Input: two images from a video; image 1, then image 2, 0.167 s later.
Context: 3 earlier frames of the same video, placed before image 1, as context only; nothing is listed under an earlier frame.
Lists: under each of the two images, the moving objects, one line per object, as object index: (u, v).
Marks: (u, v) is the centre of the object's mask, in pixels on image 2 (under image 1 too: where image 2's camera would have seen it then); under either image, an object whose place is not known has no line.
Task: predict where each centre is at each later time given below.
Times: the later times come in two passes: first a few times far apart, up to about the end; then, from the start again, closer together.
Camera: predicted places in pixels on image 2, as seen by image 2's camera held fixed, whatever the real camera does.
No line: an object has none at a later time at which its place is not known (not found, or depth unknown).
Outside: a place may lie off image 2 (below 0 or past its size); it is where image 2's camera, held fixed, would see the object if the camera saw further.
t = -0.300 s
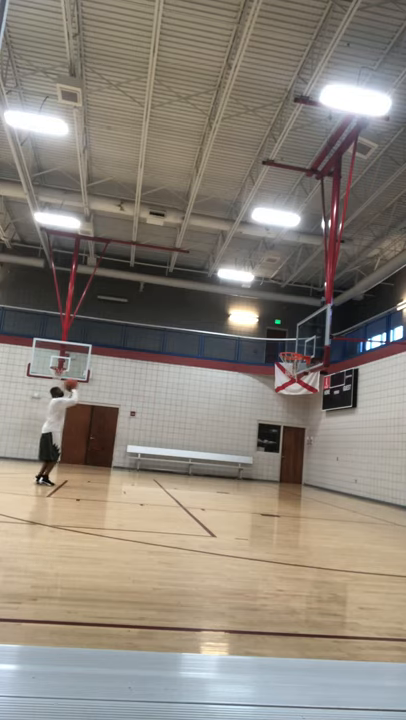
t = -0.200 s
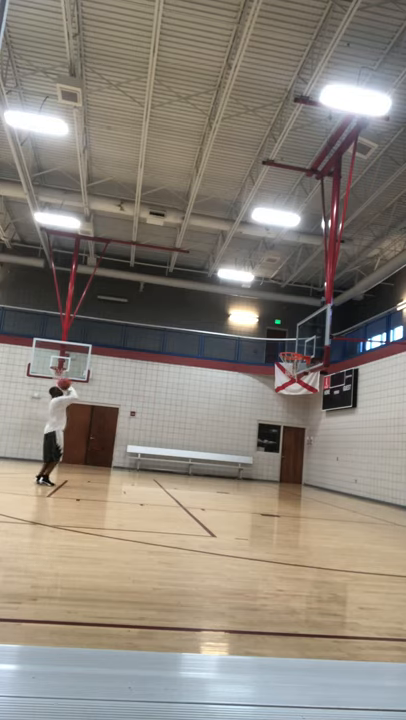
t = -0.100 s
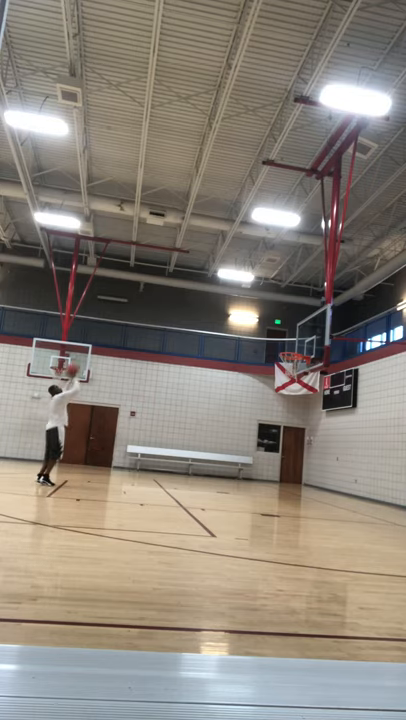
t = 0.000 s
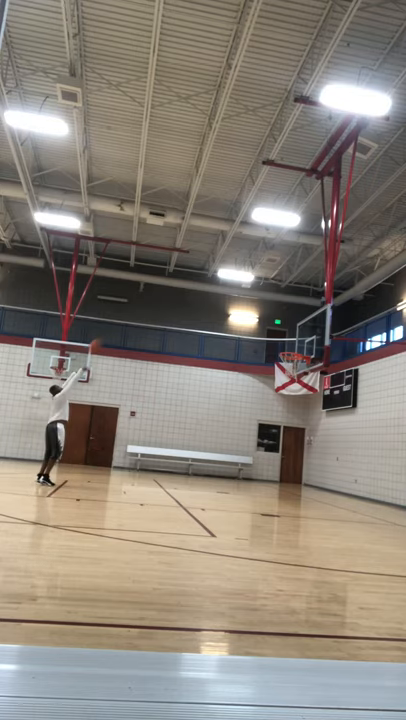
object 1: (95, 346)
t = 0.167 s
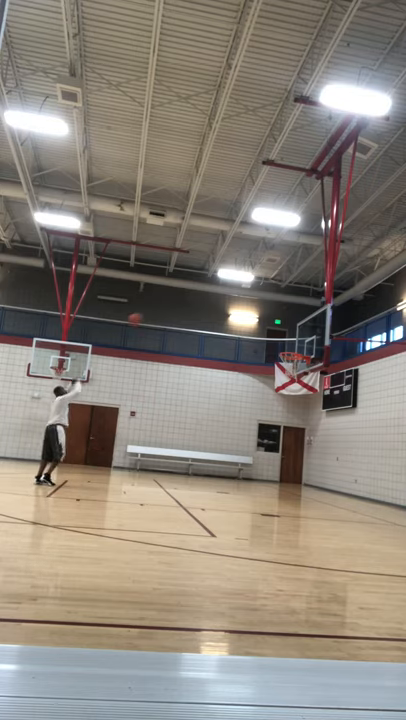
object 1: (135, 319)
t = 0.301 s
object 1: (164, 307)
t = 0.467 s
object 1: (199, 302)
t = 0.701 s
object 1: (246, 315)
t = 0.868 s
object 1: (278, 338)
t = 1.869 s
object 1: (276, 447)
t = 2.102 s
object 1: (264, 429)
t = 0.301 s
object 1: (164, 307)
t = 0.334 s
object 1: (171, 305)
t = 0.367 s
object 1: (178, 304)
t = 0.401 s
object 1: (185, 302)
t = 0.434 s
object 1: (192, 302)
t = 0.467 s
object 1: (199, 302)
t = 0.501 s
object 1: (206, 302)
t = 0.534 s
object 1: (213, 303)
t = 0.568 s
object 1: (219, 304)
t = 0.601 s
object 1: (225, 306)
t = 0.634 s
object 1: (233, 309)
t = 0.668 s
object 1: (240, 310)
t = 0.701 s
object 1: (246, 315)
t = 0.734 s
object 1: (253, 320)
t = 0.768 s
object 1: (259, 323)
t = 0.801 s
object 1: (265, 327)
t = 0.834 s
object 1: (272, 332)
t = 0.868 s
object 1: (278, 338)
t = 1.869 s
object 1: (276, 447)
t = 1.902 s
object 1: (274, 443)
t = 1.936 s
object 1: (273, 439)
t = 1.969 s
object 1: (271, 436)
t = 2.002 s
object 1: (269, 434)
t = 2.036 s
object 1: (268, 432)
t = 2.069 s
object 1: (266, 430)
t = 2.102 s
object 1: (264, 429)
